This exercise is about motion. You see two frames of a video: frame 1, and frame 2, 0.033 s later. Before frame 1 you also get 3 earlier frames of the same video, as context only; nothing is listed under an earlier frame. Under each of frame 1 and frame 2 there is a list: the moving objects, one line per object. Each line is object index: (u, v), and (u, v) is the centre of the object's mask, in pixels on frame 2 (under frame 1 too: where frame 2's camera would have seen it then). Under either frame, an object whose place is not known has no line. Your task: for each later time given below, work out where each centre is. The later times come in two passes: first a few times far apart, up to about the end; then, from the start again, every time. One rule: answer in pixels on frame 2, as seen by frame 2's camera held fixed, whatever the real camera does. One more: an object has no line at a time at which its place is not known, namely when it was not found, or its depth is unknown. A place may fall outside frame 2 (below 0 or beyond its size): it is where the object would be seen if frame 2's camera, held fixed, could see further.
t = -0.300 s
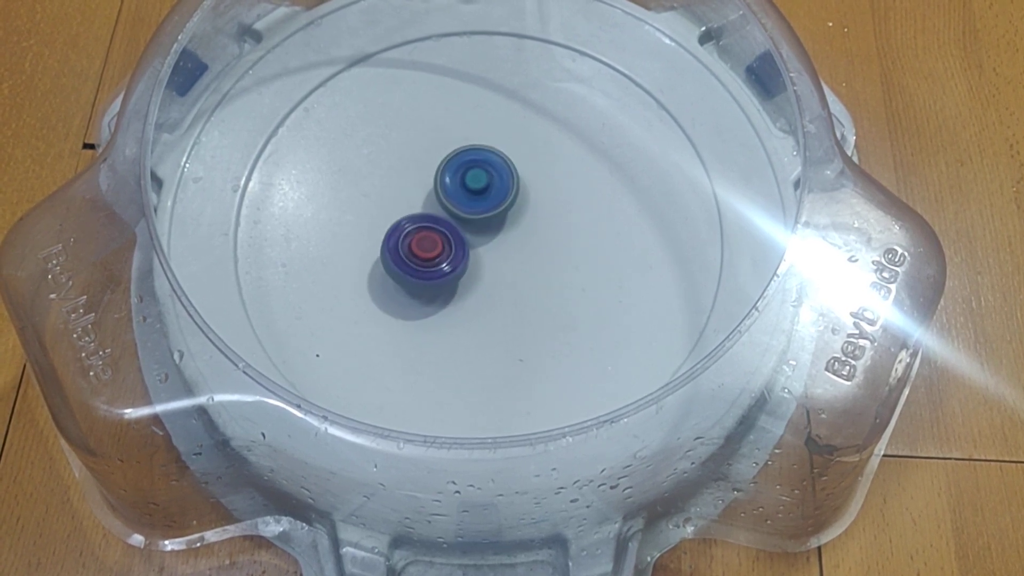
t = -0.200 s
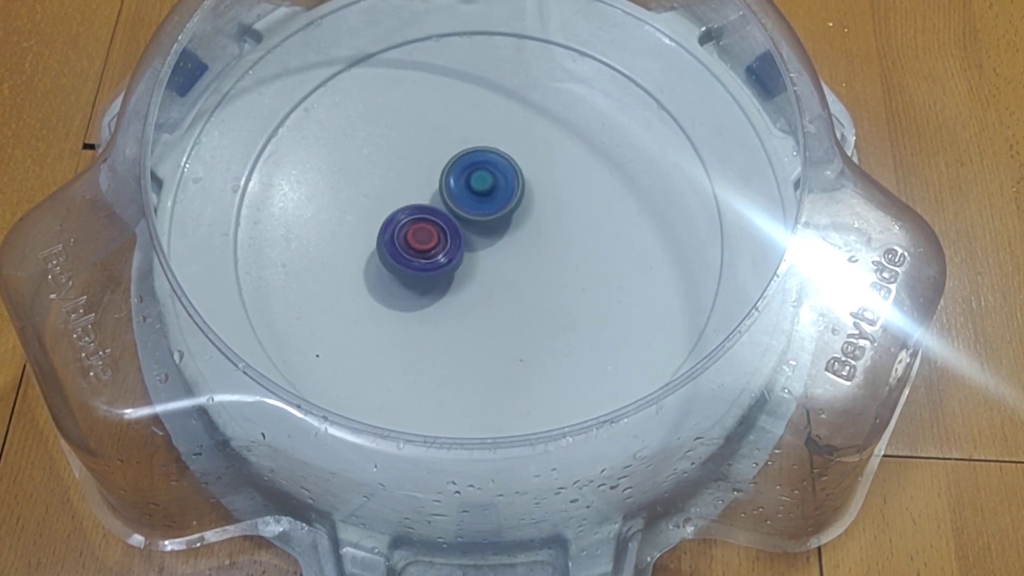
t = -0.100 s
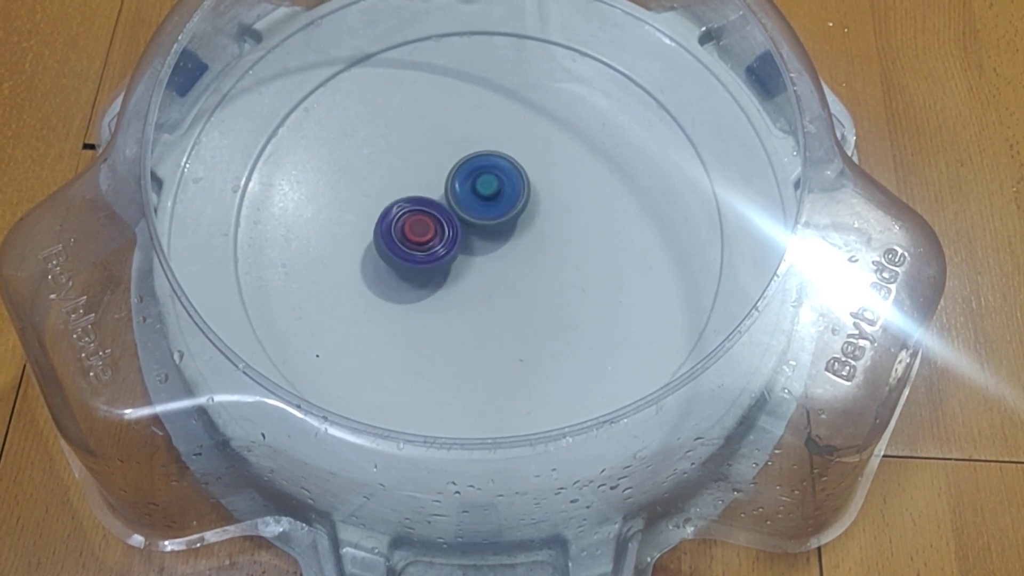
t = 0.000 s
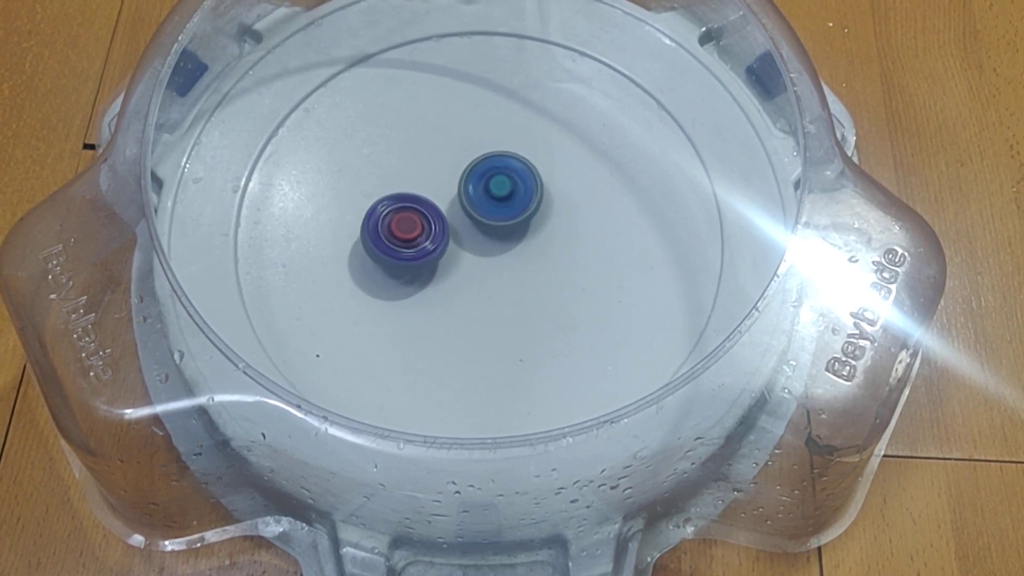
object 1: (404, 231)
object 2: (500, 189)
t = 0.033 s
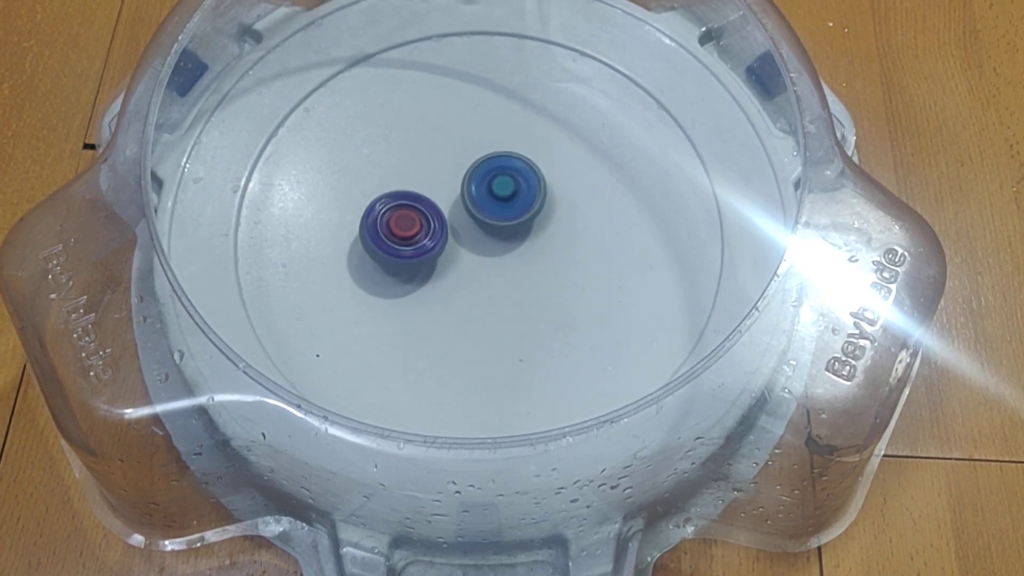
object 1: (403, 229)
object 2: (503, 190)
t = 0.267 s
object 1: (405, 219)
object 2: (517, 199)
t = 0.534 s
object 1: (425, 208)
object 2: (525, 224)
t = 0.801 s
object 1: (454, 199)
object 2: (526, 249)
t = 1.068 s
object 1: (486, 194)
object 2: (514, 269)
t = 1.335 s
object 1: (511, 193)
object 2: (493, 280)
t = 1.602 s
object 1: (529, 205)
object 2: (469, 281)
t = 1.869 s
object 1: (534, 228)
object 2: (446, 267)
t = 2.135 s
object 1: (528, 253)
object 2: (428, 244)
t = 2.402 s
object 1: (512, 272)
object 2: (418, 225)
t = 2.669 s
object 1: (491, 279)
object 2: (426, 212)
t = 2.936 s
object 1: (469, 278)
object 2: (450, 202)
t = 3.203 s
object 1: (448, 272)
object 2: (471, 184)
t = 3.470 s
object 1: (432, 248)
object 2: (485, 184)
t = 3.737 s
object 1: (415, 237)
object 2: (507, 189)
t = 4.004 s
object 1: (421, 226)
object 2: (515, 209)
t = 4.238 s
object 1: (431, 213)
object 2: (521, 233)
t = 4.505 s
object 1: (446, 202)
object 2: (527, 257)
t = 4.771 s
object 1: (470, 198)
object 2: (514, 273)
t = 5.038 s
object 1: (490, 199)
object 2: (487, 278)
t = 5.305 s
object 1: (510, 196)
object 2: (455, 284)
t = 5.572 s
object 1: (515, 208)
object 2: (434, 274)
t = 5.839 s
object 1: (522, 226)
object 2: (415, 250)
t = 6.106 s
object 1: (542, 234)
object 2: (389, 232)
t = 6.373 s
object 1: (520, 241)
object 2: (396, 216)
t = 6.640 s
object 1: (495, 255)
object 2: (426, 206)
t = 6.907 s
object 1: (509, 295)
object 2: (428, 176)
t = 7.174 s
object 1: (500, 289)
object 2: (455, 179)
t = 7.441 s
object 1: (475, 290)
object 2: (495, 176)
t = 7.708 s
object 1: (462, 291)
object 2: (510, 178)
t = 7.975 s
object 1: (457, 266)
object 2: (512, 205)
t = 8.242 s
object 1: (420, 268)
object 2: (533, 205)
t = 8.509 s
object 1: (429, 243)
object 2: (517, 226)
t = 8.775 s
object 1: (387, 216)
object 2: (534, 244)
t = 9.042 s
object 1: (395, 215)
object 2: (529, 252)
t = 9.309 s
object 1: (414, 200)
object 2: (521, 269)
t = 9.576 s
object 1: (400, 183)
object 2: (539, 283)
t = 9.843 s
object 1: (433, 207)
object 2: (520, 270)
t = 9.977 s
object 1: (428, 189)
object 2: (529, 286)
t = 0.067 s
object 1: (402, 227)
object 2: (506, 190)
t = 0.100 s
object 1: (402, 225)
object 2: (508, 192)
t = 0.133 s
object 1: (402, 224)
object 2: (510, 193)
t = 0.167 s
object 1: (402, 223)
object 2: (512, 194)
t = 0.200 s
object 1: (403, 222)
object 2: (514, 196)
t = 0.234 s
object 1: (404, 220)
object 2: (516, 197)
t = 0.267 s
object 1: (405, 219)
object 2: (517, 199)
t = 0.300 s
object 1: (406, 218)
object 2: (519, 202)
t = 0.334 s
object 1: (408, 216)
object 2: (520, 205)
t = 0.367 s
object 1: (411, 214)
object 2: (521, 208)
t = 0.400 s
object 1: (413, 213)
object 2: (522, 212)
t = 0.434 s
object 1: (416, 212)
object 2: (523, 215)
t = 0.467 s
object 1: (418, 210)
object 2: (524, 218)
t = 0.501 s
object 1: (421, 209)
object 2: (525, 221)
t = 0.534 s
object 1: (425, 208)
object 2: (525, 224)
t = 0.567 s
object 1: (428, 206)
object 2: (526, 228)
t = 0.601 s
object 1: (431, 205)
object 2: (526, 231)
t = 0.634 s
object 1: (435, 204)
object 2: (527, 234)
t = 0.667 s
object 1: (439, 202)
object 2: (527, 237)
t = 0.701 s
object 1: (442, 202)
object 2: (527, 240)
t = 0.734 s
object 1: (446, 201)
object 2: (527, 244)
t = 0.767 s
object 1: (450, 200)
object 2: (526, 246)
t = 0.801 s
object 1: (454, 199)
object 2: (526, 249)
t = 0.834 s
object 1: (458, 198)
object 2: (525, 252)
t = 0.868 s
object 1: (462, 198)
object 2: (524, 254)
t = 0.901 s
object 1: (466, 197)
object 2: (523, 257)
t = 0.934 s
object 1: (470, 196)
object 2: (521, 260)
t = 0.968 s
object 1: (474, 196)
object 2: (520, 262)
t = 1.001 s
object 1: (478, 195)
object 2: (518, 265)
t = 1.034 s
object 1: (482, 194)
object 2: (516, 267)
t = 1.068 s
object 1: (486, 194)
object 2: (514, 269)
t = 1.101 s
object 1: (490, 193)
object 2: (512, 271)
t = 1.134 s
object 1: (493, 192)
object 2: (510, 272)
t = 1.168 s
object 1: (497, 192)
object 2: (508, 274)
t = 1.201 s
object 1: (500, 192)
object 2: (505, 276)
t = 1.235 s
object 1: (503, 193)
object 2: (502, 277)
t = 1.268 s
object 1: (506, 193)
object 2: (499, 278)
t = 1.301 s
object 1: (508, 193)
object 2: (496, 280)
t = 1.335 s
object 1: (511, 193)
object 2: (493, 280)
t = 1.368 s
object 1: (514, 194)
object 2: (490, 281)
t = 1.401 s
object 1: (517, 195)
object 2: (487, 282)
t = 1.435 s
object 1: (519, 196)
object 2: (484, 282)
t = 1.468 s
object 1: (521, 197)
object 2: (481, 283)
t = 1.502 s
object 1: (523, 199)
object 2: (478, 283)
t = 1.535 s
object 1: (525, 201)
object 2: (475, 282)
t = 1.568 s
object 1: (527, 203)
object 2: (472, 282)
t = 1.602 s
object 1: (529, 205)
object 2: (469, 281)
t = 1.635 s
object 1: (530, 208)
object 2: (466, 280)
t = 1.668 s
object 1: (532, 210)
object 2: (463, 279)
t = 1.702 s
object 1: (533, 213)
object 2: (460, 277)
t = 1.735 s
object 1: (533, 216)
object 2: (457, 275)
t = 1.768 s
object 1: (534, 219)
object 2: (454, 274)
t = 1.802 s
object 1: (534, 222)
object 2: (451, 272)
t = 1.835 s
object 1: (535, 225)
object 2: (449, 269)
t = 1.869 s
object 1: (534, 228)
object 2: (446, 267)
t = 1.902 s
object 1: (535, 232)
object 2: (443, 265)
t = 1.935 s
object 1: (534, 236)
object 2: (441, 262)
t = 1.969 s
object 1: (534, 238)
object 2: (438, 259)
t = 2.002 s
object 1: (533, 241)
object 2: (436, 256)
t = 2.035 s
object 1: (532, 244)
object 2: (434, 253)
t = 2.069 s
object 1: (531, 247)
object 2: (432, 250)
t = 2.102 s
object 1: (530, 250)
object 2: (430, 247)
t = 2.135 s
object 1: (528, 253)
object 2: (428, 244)
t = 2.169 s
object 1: (526, 256)
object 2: (427, 241)
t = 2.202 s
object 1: (524, 259)
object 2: (425, 238)
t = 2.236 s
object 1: (523, 261)
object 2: (423, 236)
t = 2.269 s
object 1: (521, 264)
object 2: (421, 233)
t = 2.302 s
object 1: (519, 265)
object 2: (420, 231)
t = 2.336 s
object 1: (517, 268)
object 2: (419, 228)
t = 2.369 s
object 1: (514, 269)
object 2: (419, 226)
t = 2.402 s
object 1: (512, 272)
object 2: (418, 225)
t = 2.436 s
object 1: (510, 274)
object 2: (418, 223)
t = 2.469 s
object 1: (507, 275)
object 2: (418, 221)
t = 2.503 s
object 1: (505, 276)
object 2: (418, 219)
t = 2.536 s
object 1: (502, 277)
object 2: (419, 217)
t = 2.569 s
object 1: (499, 278)
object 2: (420, 216)
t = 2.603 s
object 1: (497, 278)
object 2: (421, 215)
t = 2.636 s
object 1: (494, 279)
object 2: (423, 214)
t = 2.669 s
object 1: (491, 279)
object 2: (426, 212)
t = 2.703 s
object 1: (488, 279)
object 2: (428, 211)
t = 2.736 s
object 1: (486, 280)
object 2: (431, 210)
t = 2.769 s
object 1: (483, 279)
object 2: (433, 209)
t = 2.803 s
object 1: (480, 279)
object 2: (437, 207)
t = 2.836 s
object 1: (477, 279)
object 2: (440, 206)
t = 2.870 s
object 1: (474, 279)
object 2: (443, 205)
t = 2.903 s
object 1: (471, 278)
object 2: (447, 204)
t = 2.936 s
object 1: (469, 278)
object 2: (450, 202)
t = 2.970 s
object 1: (466, 281)
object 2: (454, 198)
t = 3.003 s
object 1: (463, 281)
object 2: (456, 195)
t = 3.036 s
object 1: (461, 280)
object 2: (459, 193)
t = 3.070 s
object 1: (458, 279)
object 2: (462, 190)
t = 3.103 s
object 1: (455, 277)
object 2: (464, 189)
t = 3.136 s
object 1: (453, 275)
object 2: (466, 186)
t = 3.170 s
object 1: (450, 274)
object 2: (468, 185)
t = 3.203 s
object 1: (448, 272)
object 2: (471, 184)
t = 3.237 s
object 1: (446, 270)
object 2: (473, 183)
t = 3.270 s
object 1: (444, 267)
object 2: (474, 182)
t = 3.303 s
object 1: (442, 265)
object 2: (476, 182)
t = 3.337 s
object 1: (439, 261)
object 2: (478, 181)
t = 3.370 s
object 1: (437, 258)
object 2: (480, 181)
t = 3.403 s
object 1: (436, 255)
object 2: (482, 182)
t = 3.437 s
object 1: (434, 252)
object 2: (484, 183)
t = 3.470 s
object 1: (432, 248)
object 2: (485, 184)
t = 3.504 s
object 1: (430, 245)
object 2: (487, 185)
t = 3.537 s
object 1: (429, 242)
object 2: (489, 186)
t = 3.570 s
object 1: (424, 242)
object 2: (494, 185)
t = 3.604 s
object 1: (419, 242)
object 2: (498, 185)
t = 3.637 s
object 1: (417, 241)
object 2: (501, 186)
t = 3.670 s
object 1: (416, 239)
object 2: (503, 186)
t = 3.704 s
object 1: (415, 238)
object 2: (505, 187)
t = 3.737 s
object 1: (415, 237)
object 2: (507, 189)
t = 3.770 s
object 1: (415, 235)
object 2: (508, 190)
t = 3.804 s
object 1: (415, 234)
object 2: (510, 192)
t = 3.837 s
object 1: (416, 233)
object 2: (511, 194)
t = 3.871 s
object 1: (417, 232)
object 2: (512, 197)
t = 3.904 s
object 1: (417, 230)
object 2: (513, 199)
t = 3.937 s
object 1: (419, 229)
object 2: (514, 202)
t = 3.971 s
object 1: (420, 227)
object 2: (514, 205)
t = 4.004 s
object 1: (421, 226)
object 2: (515, 209)
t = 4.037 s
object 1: (423, 224)
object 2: (515, 212)
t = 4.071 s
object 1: (425, 222)
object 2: (515, 215)
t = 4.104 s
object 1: (426, 221)
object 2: (516, 219)
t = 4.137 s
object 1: (427, 219)
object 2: (518, 222)
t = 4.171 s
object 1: (428, 217)
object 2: (518, 226)
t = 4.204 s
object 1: (431, 215)
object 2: (519, 230)
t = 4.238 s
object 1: (431, 213)
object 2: (521, 233)
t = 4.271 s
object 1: (431, 211)
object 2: (524, 238)
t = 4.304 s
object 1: (432, 209)
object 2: (525, 241)
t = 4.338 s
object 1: (434, 208)
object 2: (527, 244)
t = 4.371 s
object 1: (436, 207)
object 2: (527, 247)
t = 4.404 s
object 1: (438, 206)
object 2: (528, 250)
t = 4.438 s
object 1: (441, 204)
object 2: (528, 252)
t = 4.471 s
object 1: (443, 203)
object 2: (528, 254)
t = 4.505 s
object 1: (446, 202)
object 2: (527, 257)
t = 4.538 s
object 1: (449, 202)
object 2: (526, 260)
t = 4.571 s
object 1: (451, 201)
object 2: (525, 262)
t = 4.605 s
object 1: (454, 200)
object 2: (524, 264)
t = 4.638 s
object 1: (457, 200)
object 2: (522, 266)
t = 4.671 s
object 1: (461, 199)
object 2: (521, 268)
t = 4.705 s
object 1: (464, 199)
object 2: (519, 270)
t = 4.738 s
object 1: (466, 199)
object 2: (516, 271)
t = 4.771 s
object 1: (470, 198)
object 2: (514, 273)
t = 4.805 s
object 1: (472, 198)
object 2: (511, 274)
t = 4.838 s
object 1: (475, 198)
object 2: (508, 275)
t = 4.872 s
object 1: (478, 198)
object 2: (504, 276)
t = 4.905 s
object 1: (481, 198)
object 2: (501, 277)
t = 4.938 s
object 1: (483, 198)
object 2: (498, 277)
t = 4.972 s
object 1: (486, 198)
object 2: (494, 278)
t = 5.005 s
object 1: (488, 198)
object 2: (490, 278)
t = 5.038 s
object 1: (490, 199)
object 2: (487, 278)
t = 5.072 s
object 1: (493, 199)
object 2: (483, 278)
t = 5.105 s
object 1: (495, 200)
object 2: (480, 278)
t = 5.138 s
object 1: (497, 200)
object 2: (476, 278)
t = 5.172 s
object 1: (500, 200)
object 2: (472, 280)
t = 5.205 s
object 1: (504, 196)
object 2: (466, 283)
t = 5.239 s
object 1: (507, 195)
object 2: (461, 284)
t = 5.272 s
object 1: (508, 195)
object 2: (458, 284)
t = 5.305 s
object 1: (510, 196)
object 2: (455, 284)
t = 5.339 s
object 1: (511, 196)
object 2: (452, 284)
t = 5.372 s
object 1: (512, 197)
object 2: (449, 284)
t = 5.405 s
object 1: (513, 198)
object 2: (446, 283)
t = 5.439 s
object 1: (514, 200)
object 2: (444, 282)
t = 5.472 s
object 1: (514, 202)
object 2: (441, 281)
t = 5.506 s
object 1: (515, 204)
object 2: (439, 279)
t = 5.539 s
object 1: (515, 206)
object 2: (437, 277)
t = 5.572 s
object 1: (515, 208)
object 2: (434, 274)
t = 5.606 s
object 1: (515, 210)
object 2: (433, 272)
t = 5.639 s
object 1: (515, 213)
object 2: (431, 269)
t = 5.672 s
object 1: (514, 215)
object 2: (430, 267)
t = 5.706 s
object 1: (514, 218)
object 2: (428, 263)
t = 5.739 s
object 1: (513, 221)
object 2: (428, 259)
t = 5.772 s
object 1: (512, 224)
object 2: (427, 256)
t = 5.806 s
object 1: (512, 227)
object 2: (426, 252)
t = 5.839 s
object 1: (522, 226)
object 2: (415, 250)
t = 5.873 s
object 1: (534, 229)
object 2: (405, 249)
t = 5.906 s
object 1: (539, 230)
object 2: (401, 246)
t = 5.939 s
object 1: (542, 232)
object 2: (399, 244)
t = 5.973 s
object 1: (543, 233)
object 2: (396, 241)
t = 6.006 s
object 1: (543, 232)
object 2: (394, 239)
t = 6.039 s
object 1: (543, 233)
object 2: (392, 236)
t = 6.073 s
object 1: (543, 233)
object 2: (391, 234)
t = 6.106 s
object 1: (542, 234)
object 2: (389, 232)
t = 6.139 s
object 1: (540, 235)
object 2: (388, 230)
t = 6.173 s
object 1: (538, 236)
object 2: (388, 228)
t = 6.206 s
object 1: (536, 236)
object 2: (388, 226)
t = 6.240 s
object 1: (533, 237)
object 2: (388, 223)
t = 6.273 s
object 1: (530, 238)
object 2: (389, 222)
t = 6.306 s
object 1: (527, 239)
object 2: (391, 220)
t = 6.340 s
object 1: (523, 240)
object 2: (393, 218)
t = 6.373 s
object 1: (520, 241)
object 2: (396, 216)
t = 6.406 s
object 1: (516, 242)
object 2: (400, 215)
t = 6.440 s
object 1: (512, 243)
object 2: (403, 214)
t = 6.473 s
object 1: (508, 244)
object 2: (407, 213)
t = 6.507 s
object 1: (504, 246)
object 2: (411, 212)
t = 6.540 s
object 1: (501, 247)
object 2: (416, 211)
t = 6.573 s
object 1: (498, 248)
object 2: (420, 210)
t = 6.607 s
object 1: (497, 252)
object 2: (423, 207)
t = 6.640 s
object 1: (495, 255)
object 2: (426, 206)
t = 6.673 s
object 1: (496, 260)
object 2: (428, 202)
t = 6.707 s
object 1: (506, 273)
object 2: (421, 188)
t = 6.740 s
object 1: (508, 286)
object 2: (421, 183)
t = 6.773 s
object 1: (508, 291)
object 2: (422, 181)
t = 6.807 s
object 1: (509, 293)
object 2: (423, 179)
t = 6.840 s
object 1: (509, 294)
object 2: (424, 178)
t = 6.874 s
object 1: (509, 295)
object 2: (426, 177)
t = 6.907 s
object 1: (509, 295)
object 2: (428, 176)
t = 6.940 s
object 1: (509, 296)
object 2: (430, 175)
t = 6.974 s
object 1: (508, 296)
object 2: (433, 175)
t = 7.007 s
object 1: (507, 296)
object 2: (436, 175)
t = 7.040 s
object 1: (506, 295)
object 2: (439, 175)
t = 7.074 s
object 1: (505, 295)
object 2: (443, 176)
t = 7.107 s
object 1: (504, 293)
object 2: (447, 177)
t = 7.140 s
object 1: (502, 291)
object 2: (451, 178)
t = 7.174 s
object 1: (500, 289)
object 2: (455, 179)
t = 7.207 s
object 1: (498, 285)
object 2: (460, 181)
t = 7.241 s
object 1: (496, 283)
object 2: (464, 183)
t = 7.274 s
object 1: (494, 280)
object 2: (468, 185)
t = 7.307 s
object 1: (492, 278)
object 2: (473, 187)
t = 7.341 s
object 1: (489, 275)
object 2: (478, 190)
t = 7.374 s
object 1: (486, 272)
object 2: (482, 192)
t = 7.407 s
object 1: (481, 277)
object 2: (488, 188)
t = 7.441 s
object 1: (475, 290)
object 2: (495, 176)
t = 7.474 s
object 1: (468, 297)
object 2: (498, 173)
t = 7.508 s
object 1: (465, 298)
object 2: (500, 173)
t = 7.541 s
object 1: (464, 298)
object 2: (502, 173)
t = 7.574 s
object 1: (464, 298)
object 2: (504, 173)
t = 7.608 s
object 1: (463, 297)
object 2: (505, 174)
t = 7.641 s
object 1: (463, 295)
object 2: (507, 174)
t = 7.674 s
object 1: (463, 293)
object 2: (508, 176)
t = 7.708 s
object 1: (462, 291)
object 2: (510, 178)
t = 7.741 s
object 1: (462, 289)
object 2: (510, 180)
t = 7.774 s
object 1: (461, 287)
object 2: (511, 183)
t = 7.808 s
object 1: (461, 283)
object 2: (512, 185)
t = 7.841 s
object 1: (460, 280)
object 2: (513, 188)
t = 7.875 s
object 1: (460, 277)
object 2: (513, 193)
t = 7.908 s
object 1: (459, 274)
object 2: (512, 197)
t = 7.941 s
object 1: (458, 270)
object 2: (512, 201)
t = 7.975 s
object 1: (457, 266)
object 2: (512, 205)
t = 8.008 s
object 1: (442, 272)
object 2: (525, 199)
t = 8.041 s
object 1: (428, 276)
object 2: (531, 197)
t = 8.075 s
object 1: (421, 278)
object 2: (532, 198)
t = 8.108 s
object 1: (419, 276)
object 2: (533, 198)
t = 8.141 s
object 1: (418, 275)
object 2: (534, 200)
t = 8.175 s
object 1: (419, 272)
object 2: (534, 201)
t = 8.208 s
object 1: (419, 271)
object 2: (533, 203)
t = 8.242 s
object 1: (420, 268)
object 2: (533, 205)
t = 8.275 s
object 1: (420, 265)
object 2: (532, 207)
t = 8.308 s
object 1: (421, 262)
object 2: (531, 210)
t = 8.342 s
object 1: (422, 259)
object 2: (529, 212)
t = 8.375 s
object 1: (424, 256)
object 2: (528, 214)
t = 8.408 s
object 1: (425, 253)
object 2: (525, 217)
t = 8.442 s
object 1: (427, 250)
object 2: (523, 221)
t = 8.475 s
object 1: (428, 247)
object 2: (520, 223)
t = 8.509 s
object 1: (429, 243)
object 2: (517, 226)
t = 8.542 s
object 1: (426, 241)
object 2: (518, 229)
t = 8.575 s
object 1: (424, 238)
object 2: (516, 232)
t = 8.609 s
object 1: (423, 235)
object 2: (515, 234)
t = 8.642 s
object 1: (424, 233)
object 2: (514, 236)
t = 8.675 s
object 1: (412, 227)
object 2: (526, 239)
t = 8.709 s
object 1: (399, 223)
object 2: (531, 242)
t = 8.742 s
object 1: (391, 219)
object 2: (533, 243)
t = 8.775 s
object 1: (387, 216)
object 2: (534, 244)
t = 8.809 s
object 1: (386, 215)
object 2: (535, 245)
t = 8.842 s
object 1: (386, 215)
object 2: (535, 247)
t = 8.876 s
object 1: (386, 214)
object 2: (535, 247)
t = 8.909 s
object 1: (386, 214)
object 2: (535, 248)
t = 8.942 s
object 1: (387, 215)
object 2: (534, 249)
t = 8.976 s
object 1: (389, 215)
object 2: (533, 251)
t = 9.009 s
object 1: (391, 214)
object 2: (531, 251)
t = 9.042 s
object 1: (395, 215)
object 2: (529, 252)
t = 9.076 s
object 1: (398, 215)
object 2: (527, 253)
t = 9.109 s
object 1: (403, 215)
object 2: (524, 253)
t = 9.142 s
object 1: (407, 215)
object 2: (521, 254)
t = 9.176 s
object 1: (412, 215)
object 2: (517, 254)
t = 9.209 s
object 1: (417, 215)
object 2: (514, 255)
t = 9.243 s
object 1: (422, 216)
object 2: (510, 255)
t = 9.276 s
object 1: (426, 216)
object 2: (506, 255)
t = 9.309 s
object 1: (414, 200)
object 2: (521, 269)
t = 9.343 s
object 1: (401, 187)
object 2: (532, 279)
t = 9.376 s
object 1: (394, 178)
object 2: (535, 282)
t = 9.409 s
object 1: (392, 173)
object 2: (537, 282)
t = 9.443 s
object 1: (392, 173)
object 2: (538, 283)
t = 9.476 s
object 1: (393, 175)
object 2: (539, 283)
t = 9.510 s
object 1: (395, 178)
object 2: (539, 283)
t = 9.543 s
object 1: (397, 180)
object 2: (539, 283)
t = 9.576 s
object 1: (400, 183)
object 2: (539, 283)
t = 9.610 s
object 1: (402, 186)
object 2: (538, 282)
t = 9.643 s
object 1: (406, 189)
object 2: (536, 281)
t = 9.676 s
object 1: (410, 192)
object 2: (534, 280)
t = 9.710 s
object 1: (414, 195)
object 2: (532, 278)
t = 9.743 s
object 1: (418, 198)
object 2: (529, 277)
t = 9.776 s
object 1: (423, 201)
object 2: (526, 276)
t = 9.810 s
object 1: (428, 204)
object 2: (523, 273)
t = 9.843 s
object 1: (433, 207)
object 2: (520, 270)
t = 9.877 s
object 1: (438, 209)
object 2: (516, 268)
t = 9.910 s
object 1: (444, 212)
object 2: (513, 265)
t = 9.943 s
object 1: (436, 201)
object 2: (524, 279)
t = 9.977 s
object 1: (428, 189)
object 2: (529, 286)
